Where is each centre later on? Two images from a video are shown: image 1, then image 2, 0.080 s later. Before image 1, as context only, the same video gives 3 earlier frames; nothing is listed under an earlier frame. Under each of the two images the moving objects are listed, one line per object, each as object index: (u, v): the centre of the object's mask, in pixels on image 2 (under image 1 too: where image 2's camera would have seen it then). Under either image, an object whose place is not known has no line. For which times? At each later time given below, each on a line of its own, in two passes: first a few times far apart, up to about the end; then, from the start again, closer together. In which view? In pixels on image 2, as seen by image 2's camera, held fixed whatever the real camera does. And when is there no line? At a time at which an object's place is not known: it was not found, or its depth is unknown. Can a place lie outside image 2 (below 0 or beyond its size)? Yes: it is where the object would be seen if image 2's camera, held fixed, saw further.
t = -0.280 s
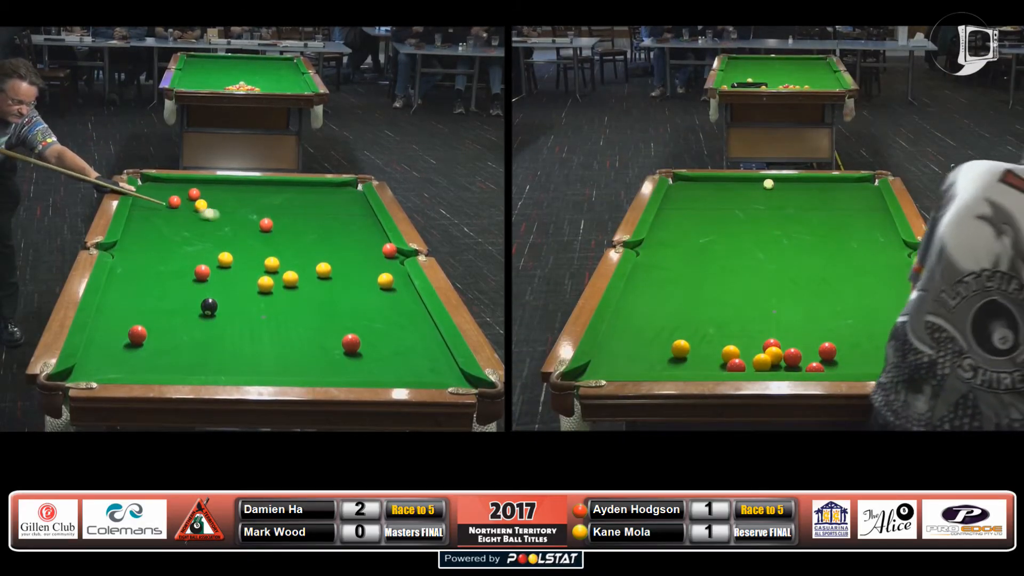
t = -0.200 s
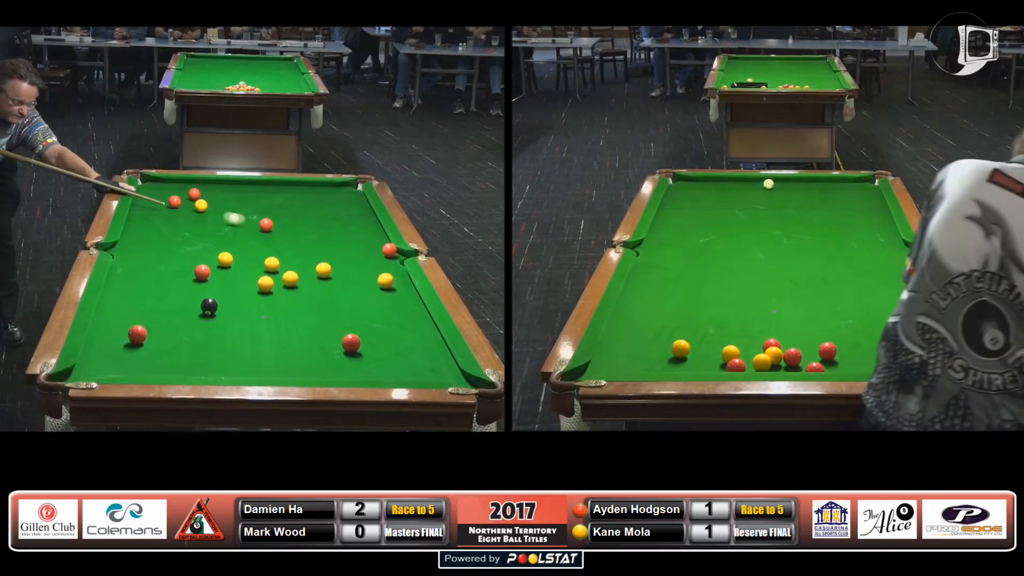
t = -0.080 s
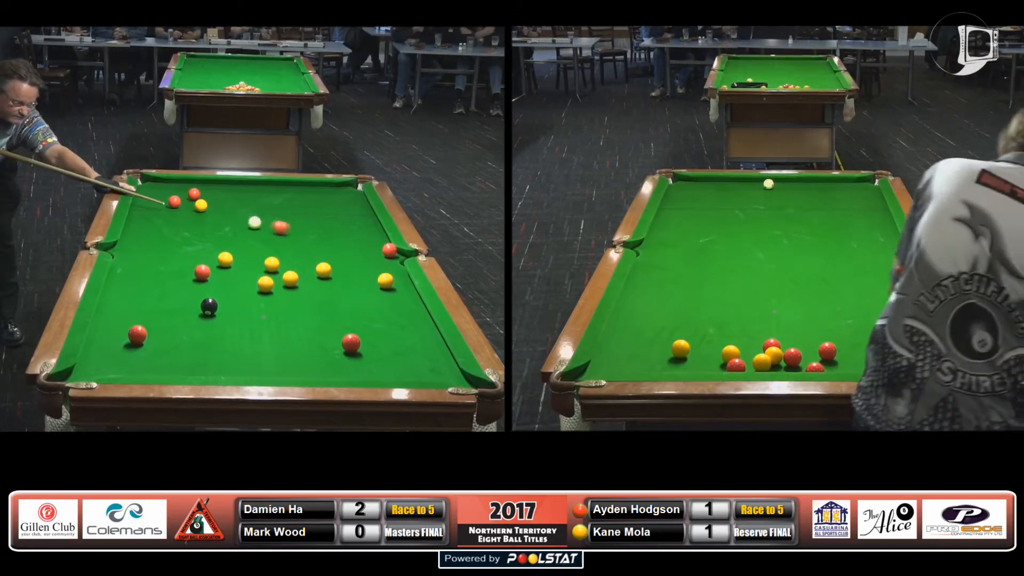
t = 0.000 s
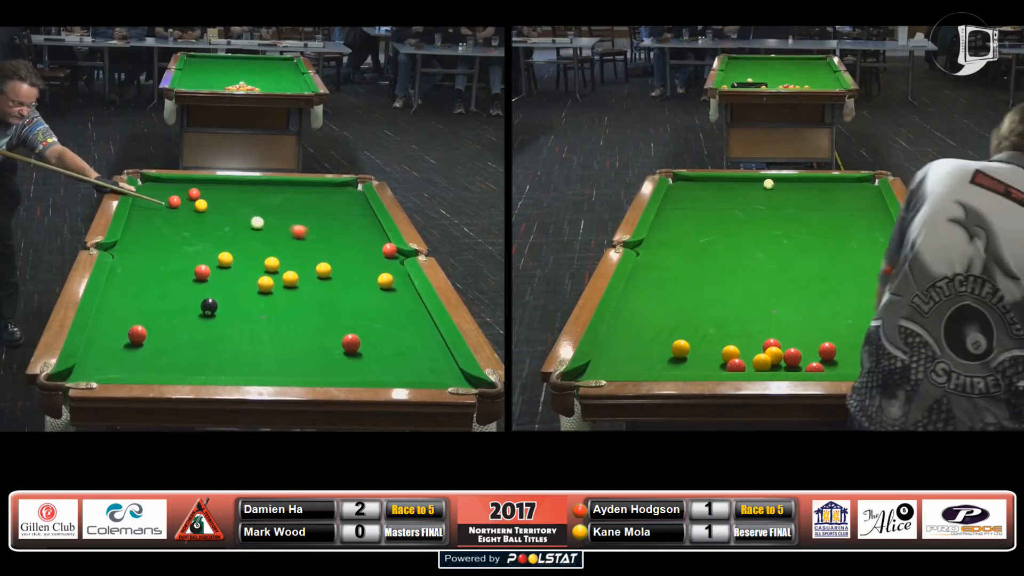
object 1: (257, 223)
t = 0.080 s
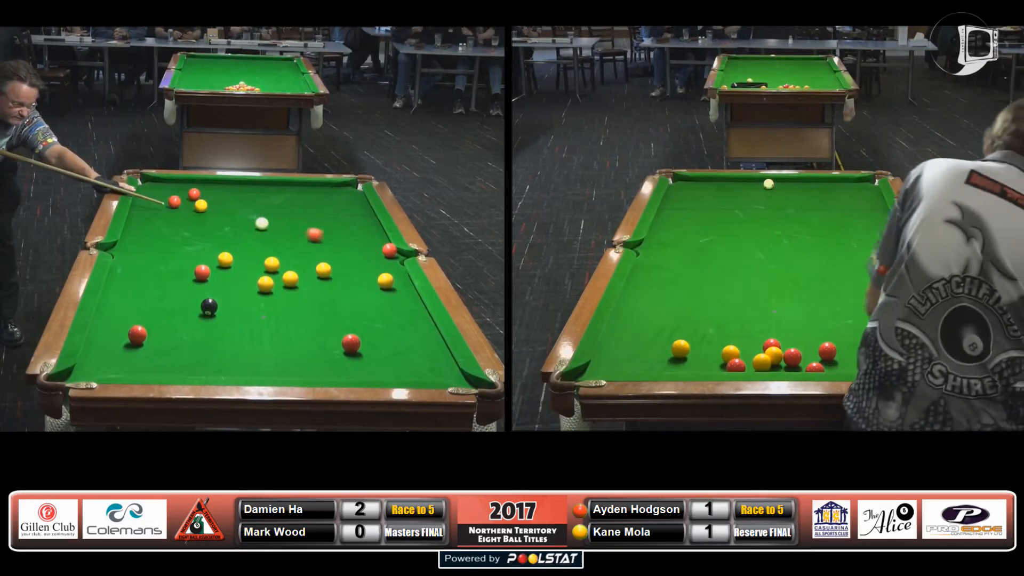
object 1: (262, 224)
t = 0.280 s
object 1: (272, 225)
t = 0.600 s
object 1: (287, 227)
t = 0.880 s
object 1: (298, 229)
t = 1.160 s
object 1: (307, 230)
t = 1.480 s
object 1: (314, 232)
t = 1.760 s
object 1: (318, 232)
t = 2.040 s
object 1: (319, 232)
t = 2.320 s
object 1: (319, 232)
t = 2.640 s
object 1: (319, 232)
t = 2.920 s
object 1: (319, 232)
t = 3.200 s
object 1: (319, 232)
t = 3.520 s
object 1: (319, 233)
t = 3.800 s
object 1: (319, 233)
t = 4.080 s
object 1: (319, 233)
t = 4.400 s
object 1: (319, 233)
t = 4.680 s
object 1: (319, 233)
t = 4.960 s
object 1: (319, 233)
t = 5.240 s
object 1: (319, 233)
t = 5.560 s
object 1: (319, 233)
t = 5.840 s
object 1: (319, 233)
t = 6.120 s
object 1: (319, 232)
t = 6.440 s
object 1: (319, 232)
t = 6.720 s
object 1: (319, 233)
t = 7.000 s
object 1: (319, 233)
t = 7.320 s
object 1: (319, 233)
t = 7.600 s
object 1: (319, 232)
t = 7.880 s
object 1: (319, 232)
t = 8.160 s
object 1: (319, 232)
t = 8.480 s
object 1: (319, 232)
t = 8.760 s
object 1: (319, 232)
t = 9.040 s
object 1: (319, 230)
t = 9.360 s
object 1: (319, 231)
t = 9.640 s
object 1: (319, 231)
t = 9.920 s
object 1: (319, 230)
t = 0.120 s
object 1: (264, 224)
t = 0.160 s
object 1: (266, 224)
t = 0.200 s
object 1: (268, 224)
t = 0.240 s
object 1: (270, 225)
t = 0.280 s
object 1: (272, 225)
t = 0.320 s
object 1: (274, 225)
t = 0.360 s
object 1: (276, 225)
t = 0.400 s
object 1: (278, 226)
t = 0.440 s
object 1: (280, 226)
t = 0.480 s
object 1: (282, 226)
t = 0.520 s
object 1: (283, 227)
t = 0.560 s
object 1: (285, 227)
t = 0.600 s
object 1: (287, 227)
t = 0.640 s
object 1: (289, 228)
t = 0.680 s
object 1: (290, 228)
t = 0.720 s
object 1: (292, 228)
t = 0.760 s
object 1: (293, 228)
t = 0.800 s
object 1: (295, 228)
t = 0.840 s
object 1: (296, 229)
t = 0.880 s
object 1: (298, 229)
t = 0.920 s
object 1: (299, 229)
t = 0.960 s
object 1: (300, 229)
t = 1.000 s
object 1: (300, 229)
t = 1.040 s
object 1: (303, 230)
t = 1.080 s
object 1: (304, 230)
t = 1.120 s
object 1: (305, 230)
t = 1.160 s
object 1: (307, 230)
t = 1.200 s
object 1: (308, 231)
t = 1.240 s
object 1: (309, 231)
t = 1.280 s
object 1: (309, 231)
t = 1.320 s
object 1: (310, 231)
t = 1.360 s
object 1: (311, 231)
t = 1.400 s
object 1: (312, 231)
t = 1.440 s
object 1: (313, 231)
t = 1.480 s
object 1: (314, 232)
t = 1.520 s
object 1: (314, 232)
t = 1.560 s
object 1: (315, 232)
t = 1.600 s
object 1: (316, 232)
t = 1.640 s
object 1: (316, 232)
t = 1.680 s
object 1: (317, 232)
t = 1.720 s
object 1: (317, 232)
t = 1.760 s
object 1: (318, 232)
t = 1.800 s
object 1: (318, 232)
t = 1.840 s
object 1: (318, 232)
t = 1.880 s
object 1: (319, 232)
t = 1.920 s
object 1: (319, 232)
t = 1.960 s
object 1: (319, 232)
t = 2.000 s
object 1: (319, 232)
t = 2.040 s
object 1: (319, 232)
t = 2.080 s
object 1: (319, 232)
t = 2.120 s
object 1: (319, 232)
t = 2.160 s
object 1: (319, 232)
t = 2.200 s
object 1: (319, 232)
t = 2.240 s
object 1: (319, 232)
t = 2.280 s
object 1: (319, 232)
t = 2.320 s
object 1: (319, 232)
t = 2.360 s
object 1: (319, 232)
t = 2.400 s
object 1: (319, 232)
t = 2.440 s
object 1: (319, 232)
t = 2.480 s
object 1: (319, 232)
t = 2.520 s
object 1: (319, 232)
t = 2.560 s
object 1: (319, 232)
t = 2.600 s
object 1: (319, 232)
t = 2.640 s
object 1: (319, 232)
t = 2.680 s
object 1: (319, 232)
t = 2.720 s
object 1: (319, 232)
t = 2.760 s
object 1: (319, 232)
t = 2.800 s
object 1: (319, 232)
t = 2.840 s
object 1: (319, 232)
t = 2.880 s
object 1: (319, 232)
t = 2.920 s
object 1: (319, 232)
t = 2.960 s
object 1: (319, 232)
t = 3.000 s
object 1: (319, 232)
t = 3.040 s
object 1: (319, 232)
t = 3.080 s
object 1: (319, 232)
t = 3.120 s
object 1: (319, 233)
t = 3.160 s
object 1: (319, 233)
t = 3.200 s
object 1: (319, 232)
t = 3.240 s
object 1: (319, 232)
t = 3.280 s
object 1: (319, 232)
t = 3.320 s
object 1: (319, 232)
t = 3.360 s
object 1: (319, 232)
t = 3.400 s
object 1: (319, 232)
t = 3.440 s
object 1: (319, 233)
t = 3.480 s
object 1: (319, 233)
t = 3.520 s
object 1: (319, 233)
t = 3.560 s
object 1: (319, 233)
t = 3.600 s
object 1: (319, 233)
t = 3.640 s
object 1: (319, 233)
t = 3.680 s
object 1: (319, 233)
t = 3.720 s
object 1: (319, 233)
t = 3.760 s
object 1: (319, 233)
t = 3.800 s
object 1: (319, 233)
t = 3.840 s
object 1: (319, 233)
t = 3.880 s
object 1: (319, 233)
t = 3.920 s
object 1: (319, 233)
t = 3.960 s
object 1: (319, 233)
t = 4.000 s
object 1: (319, 233)
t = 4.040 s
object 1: (319, 233)
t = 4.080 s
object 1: (319, 233)
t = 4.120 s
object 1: (319, 233)
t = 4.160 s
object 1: (319, 233)
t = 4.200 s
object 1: (319, 233)
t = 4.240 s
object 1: (319, 233)
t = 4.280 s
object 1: (319, 233)
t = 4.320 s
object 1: (319, 233)
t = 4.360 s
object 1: (319, 233)
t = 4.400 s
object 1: (319, 233)
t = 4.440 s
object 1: (319, 233)
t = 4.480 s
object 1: (319, 233)
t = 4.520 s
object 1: (319, 233)
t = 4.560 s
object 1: (319, 233)
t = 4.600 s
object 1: (319, 233)
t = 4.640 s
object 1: (319, 233)
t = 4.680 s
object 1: (319, 233)
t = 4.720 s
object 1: (319, 233)
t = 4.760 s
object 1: (319, 233)
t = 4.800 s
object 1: (319, 233)
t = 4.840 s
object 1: (319, 233)
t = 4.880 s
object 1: (319, 232)
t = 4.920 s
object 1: (319, 233)
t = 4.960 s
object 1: (319, 233)
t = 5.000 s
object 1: (319, 233)
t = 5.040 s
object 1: (319, 233)
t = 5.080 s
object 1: (319, 233)
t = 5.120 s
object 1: (319, 233)
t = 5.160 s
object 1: (319, 233)
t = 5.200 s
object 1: (319, 233)
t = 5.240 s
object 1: (319, 233)
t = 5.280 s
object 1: (319, 233)
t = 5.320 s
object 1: (319, 233)
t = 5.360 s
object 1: (319, 233)
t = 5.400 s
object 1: (319, 233)
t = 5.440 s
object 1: (319, 233)
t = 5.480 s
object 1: (319, 232)
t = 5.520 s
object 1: (319, 233)
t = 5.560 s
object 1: (319, 233)
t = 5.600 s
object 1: (319, 233)
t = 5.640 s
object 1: (319, 233)
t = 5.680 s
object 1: (319, 233)
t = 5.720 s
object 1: (319, 233)
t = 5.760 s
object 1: (319, 233)
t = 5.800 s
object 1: (319, 233)
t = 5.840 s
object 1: (319, 233)
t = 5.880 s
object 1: (319, 232)
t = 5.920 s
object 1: (319, 233)
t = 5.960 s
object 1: (319, 233)
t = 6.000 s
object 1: (319, 233)
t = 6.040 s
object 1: (319, 233)
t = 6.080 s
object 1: (319, 232)
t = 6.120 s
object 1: (319, 232)
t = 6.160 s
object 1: (319, 233)
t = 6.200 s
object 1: (319, 233)
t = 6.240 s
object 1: (319, 233)
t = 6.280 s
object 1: (319, 233)
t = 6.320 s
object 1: (319, 233)
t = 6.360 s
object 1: (319, 233)
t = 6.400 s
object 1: (319, 233)
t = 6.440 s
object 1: (319, 232)
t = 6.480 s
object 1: (319, 232)
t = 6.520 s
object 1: (319, 233)
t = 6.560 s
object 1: (319, 233)
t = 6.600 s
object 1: (319, 232)
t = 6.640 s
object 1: (319, 233)
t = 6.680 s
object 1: (319, 232)
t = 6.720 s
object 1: (319, 233)
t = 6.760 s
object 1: (319, 233)
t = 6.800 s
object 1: (319, 233)
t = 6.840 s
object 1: (319, 233)
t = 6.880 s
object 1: (319, 233)
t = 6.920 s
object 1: (319, 233)
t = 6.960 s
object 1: (319, 233)
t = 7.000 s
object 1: (319, 233)
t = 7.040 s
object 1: (319, 233)
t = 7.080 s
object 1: (319, 233)
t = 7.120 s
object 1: (319, 233)
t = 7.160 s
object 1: (319, 233)
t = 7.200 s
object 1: (319, 233)
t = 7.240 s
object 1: (319, 233)
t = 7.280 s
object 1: (319, 233)
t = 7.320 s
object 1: (319, 233)
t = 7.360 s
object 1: (319, 233)
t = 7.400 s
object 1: (319, 232)
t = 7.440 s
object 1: (319, 233)
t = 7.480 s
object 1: (319, 233)
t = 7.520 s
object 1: (319, 233)
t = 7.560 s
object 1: (319, 232)
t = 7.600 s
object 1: (319, 232)
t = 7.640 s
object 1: (319, 232)
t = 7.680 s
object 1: (319, 232)
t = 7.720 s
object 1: (319, 232)
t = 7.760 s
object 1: (319, 232)
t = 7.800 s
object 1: (319, 232)
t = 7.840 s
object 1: (319, 232)
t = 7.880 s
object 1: (319, 232)
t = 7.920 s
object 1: (319, 232)
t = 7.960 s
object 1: (319, 232)
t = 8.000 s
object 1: (319, 232)
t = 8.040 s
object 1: (319, 232)
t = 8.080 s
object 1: (319, 232)
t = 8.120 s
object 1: (319, 232)
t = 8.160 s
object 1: (319, 232)
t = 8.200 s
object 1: (319, 233)
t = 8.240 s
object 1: (319, 232)
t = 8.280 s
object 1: (319, 233)
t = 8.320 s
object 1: (319, 233)
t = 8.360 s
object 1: (319, 233)
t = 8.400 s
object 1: (319, 233)
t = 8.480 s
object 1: (319, 232)
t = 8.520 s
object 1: (319, 232)
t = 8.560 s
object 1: (319, 232)
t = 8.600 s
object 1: (319, 232)
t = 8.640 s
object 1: (319, 232)
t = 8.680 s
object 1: (319, 232)
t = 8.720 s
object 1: (319, 232)
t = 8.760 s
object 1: (319, 232)
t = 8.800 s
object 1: (319, 232)
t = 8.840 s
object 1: (319, 232)
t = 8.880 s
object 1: (319, 231)
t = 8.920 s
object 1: (319, 231)
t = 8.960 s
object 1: (319, 231)
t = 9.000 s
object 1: (319, 230)
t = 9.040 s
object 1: (319, 230)
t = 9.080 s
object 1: (319, 231)
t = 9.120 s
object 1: (319, 231)
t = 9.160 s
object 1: (319, 231)
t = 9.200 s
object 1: (319, 231)
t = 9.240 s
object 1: (319, 230)
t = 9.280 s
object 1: (319, 230)
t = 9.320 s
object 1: (319, 231)
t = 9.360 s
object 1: (319, 231)
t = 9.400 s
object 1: (319, 231)
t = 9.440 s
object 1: (319, 230)
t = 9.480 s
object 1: (319, 230)
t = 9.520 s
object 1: (319, 231)
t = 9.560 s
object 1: (319, 231)
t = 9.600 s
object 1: (319, 231)
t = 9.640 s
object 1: (319, 231)
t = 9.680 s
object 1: (319, 230)
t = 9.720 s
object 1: (319, 230)
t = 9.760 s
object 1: (319, 231)
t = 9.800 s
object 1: (319, 231)
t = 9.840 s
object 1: (319, 231)
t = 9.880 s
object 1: (319, 231)
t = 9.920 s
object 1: (319, 230)
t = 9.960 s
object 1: (319, 231)
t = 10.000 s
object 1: (319, 231)
